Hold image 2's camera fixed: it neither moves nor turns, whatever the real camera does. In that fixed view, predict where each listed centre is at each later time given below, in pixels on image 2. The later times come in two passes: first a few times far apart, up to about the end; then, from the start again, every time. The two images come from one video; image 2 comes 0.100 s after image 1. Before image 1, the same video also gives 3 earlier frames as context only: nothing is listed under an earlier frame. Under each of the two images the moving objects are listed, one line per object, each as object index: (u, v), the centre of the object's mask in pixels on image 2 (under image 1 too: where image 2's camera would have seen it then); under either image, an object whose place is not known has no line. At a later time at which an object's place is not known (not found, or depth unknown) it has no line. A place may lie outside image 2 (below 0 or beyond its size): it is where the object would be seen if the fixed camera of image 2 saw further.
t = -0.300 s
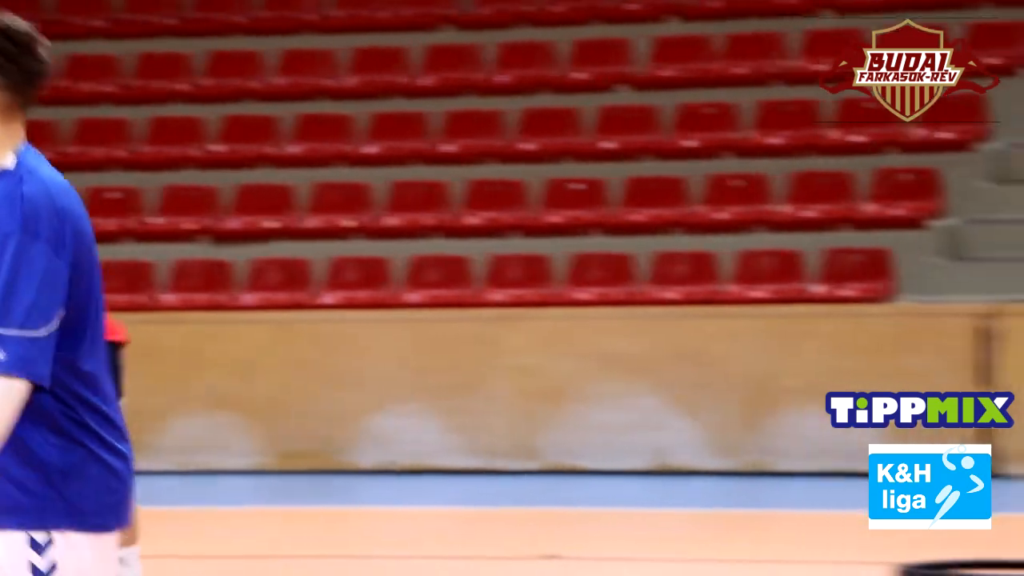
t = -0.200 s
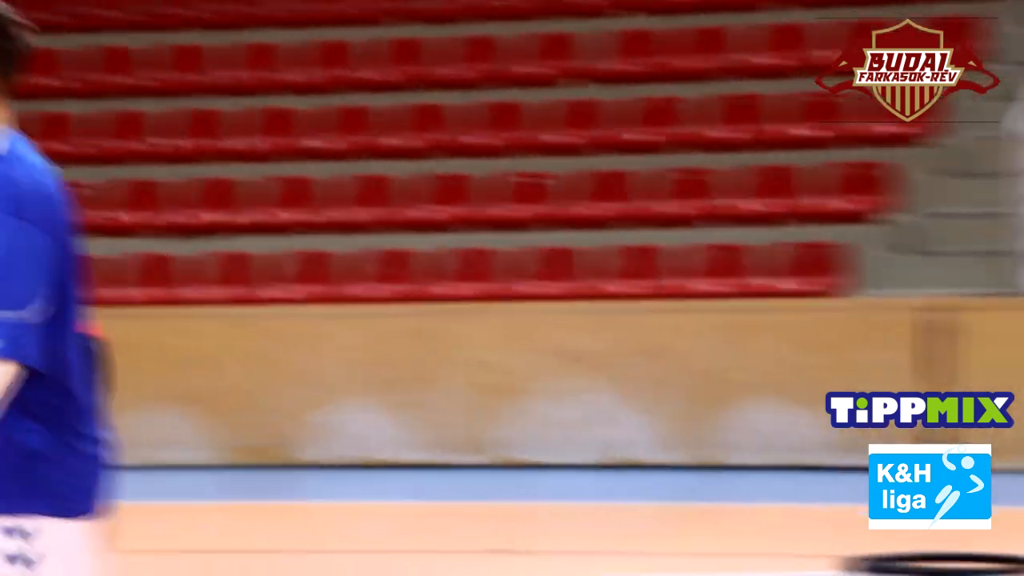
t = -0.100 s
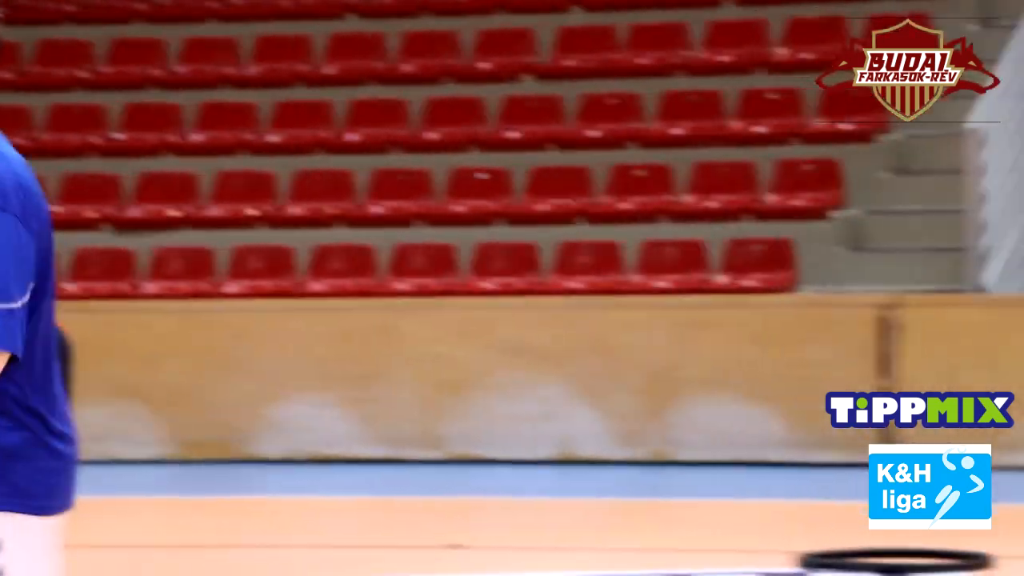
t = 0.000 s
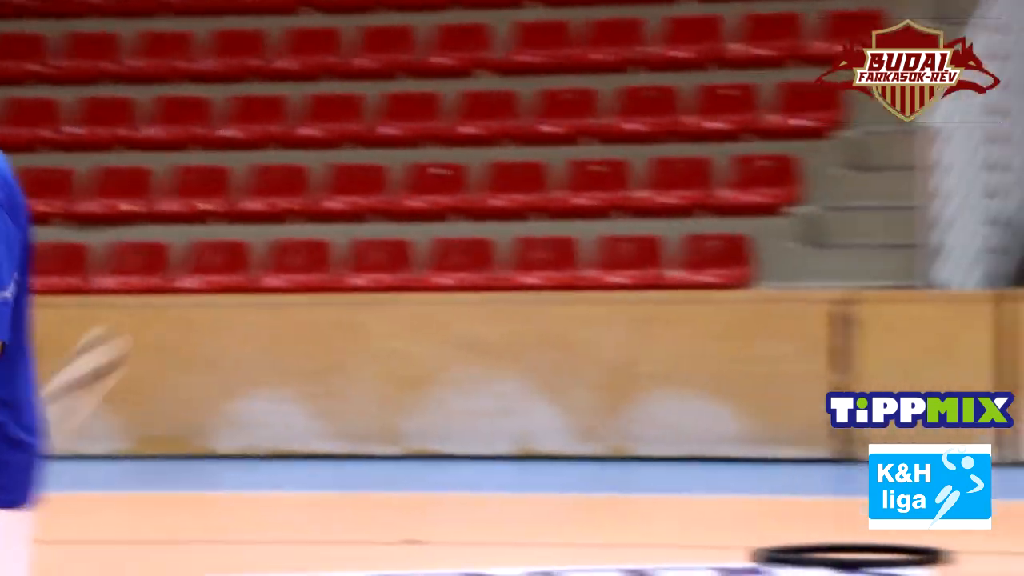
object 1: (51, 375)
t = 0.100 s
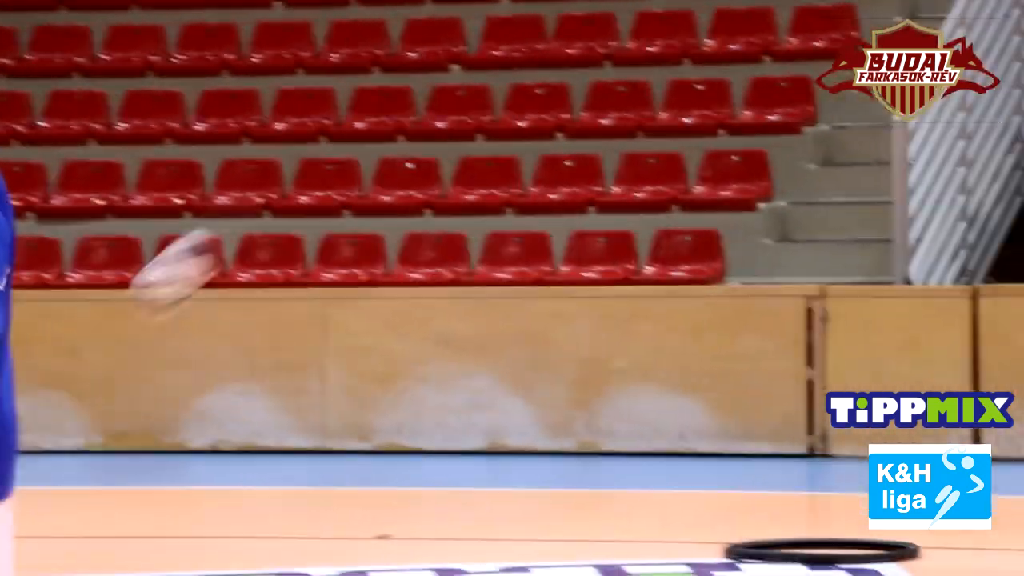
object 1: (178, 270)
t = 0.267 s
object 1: (401, 143)
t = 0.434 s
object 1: (643, 83)
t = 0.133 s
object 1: (232, 234)
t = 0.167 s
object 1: (276, 211)
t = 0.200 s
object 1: (321, 184)
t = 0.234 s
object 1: (366, 156)
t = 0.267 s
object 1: (401, 143)
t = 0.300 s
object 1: (455, 123)
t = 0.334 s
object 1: (510, 106)
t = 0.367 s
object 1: (547, 99)
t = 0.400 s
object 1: (600, 89)
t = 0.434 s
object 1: (643, 83)
